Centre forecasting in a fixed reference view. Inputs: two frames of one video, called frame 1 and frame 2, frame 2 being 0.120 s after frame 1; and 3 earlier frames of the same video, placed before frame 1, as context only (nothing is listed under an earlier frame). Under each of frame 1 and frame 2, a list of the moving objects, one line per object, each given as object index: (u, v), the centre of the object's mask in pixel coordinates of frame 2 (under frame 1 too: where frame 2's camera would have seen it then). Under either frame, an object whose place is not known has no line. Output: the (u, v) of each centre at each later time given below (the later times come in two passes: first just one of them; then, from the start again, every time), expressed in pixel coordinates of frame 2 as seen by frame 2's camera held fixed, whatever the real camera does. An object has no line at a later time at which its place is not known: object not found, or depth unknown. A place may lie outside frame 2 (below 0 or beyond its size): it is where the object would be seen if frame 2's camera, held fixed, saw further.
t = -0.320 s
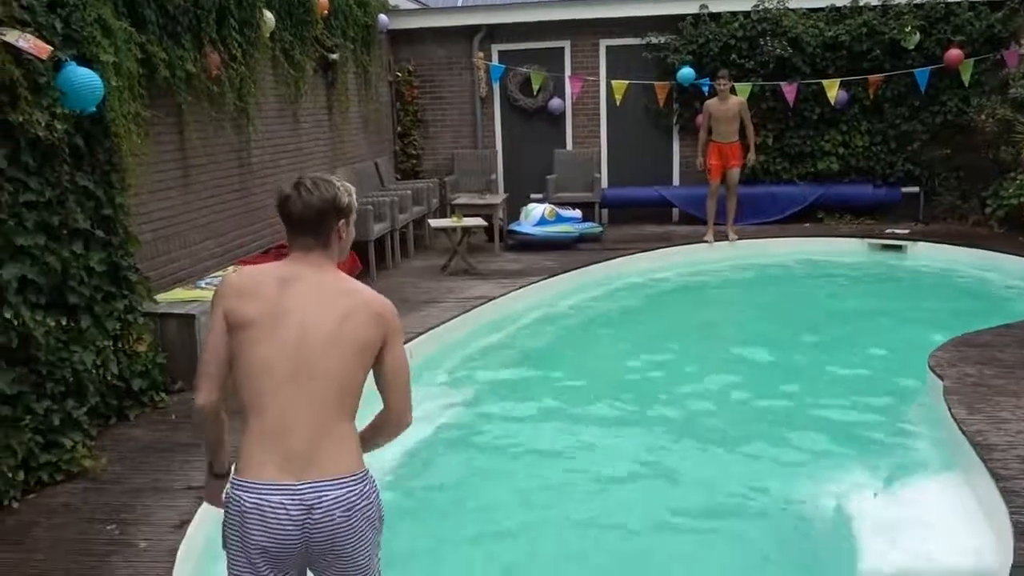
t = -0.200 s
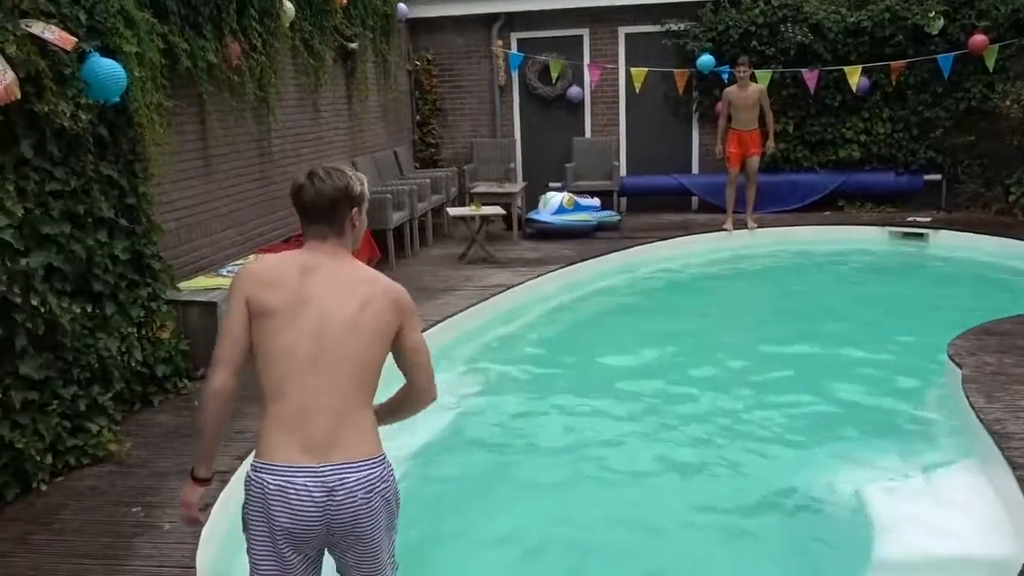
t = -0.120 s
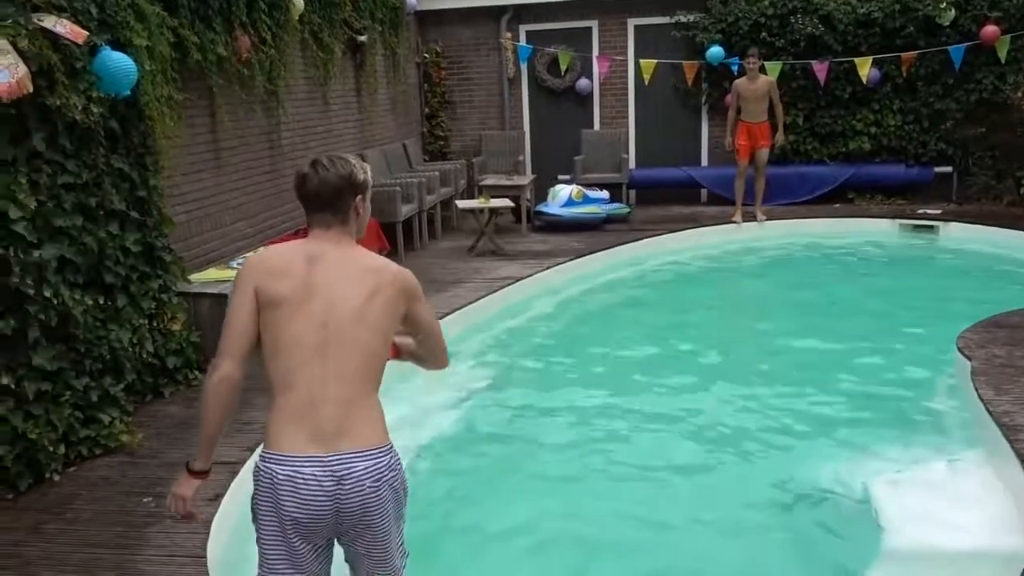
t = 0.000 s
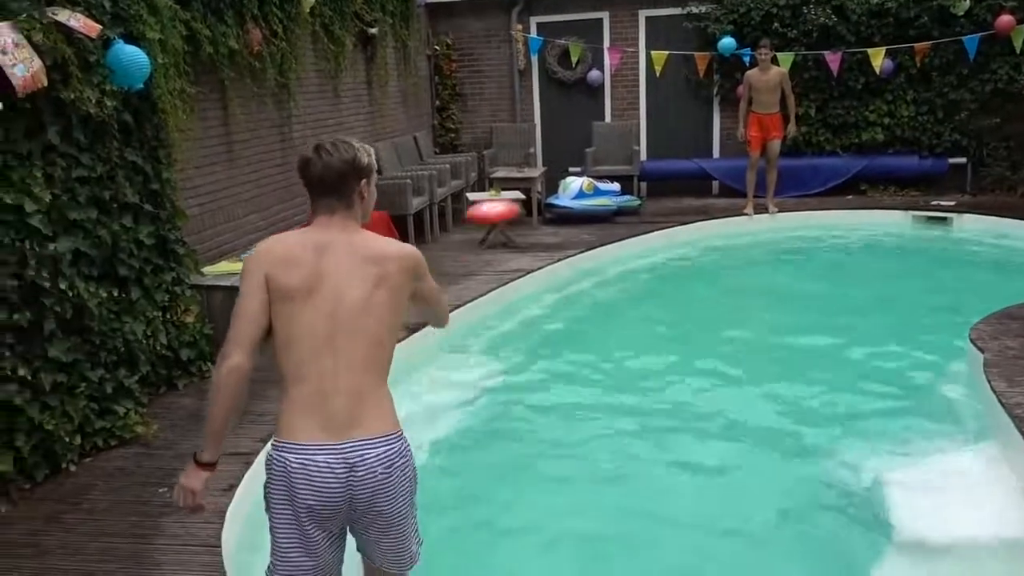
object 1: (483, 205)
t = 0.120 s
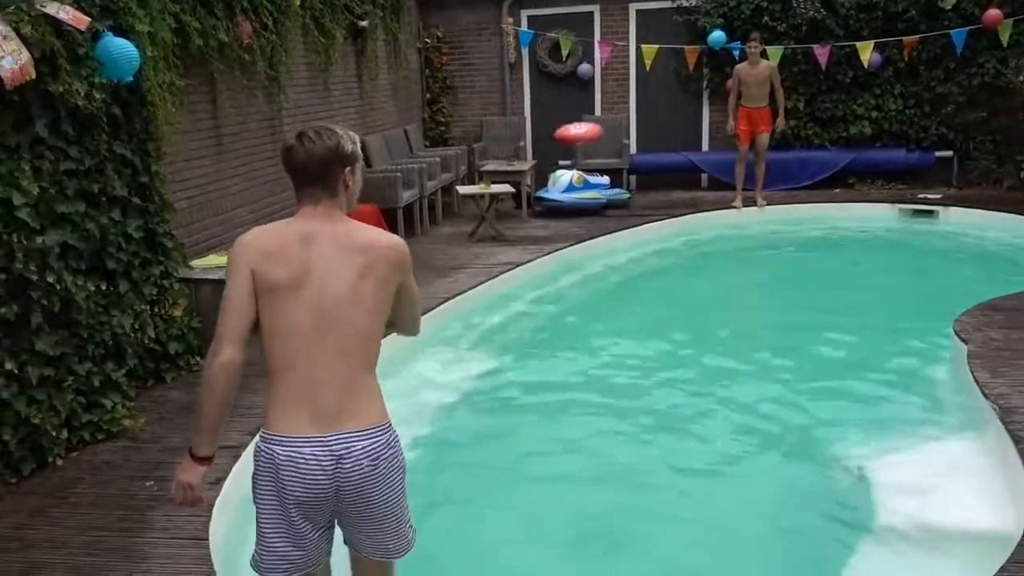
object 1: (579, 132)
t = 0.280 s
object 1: (675, 93)
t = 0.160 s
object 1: (606, 118)
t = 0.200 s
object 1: (631, 108)
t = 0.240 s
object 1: (654, 99)
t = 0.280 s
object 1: (675, 93)
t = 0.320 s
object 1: (694, 89)
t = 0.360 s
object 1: (712, 85)
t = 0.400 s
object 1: (728, 82)
